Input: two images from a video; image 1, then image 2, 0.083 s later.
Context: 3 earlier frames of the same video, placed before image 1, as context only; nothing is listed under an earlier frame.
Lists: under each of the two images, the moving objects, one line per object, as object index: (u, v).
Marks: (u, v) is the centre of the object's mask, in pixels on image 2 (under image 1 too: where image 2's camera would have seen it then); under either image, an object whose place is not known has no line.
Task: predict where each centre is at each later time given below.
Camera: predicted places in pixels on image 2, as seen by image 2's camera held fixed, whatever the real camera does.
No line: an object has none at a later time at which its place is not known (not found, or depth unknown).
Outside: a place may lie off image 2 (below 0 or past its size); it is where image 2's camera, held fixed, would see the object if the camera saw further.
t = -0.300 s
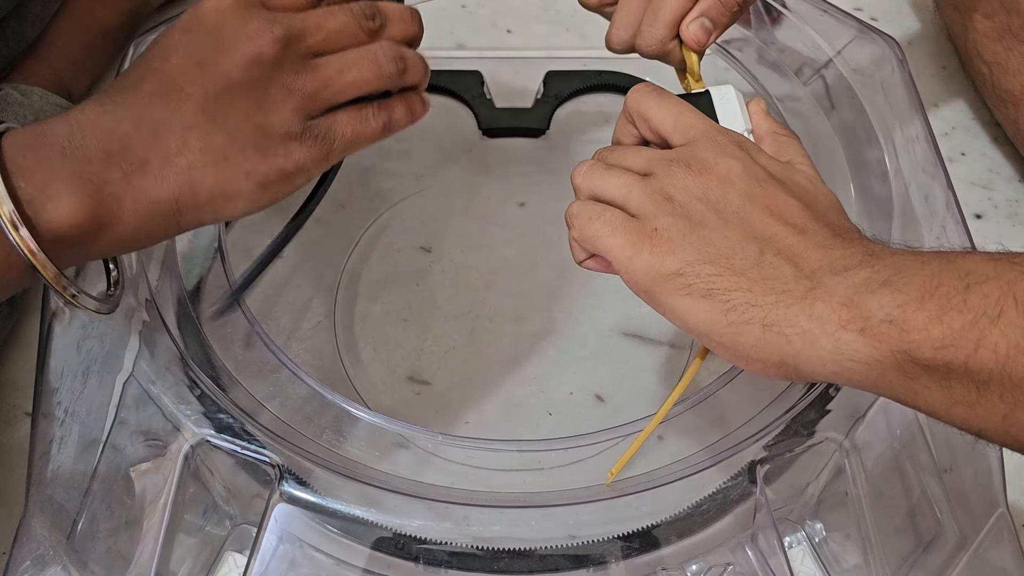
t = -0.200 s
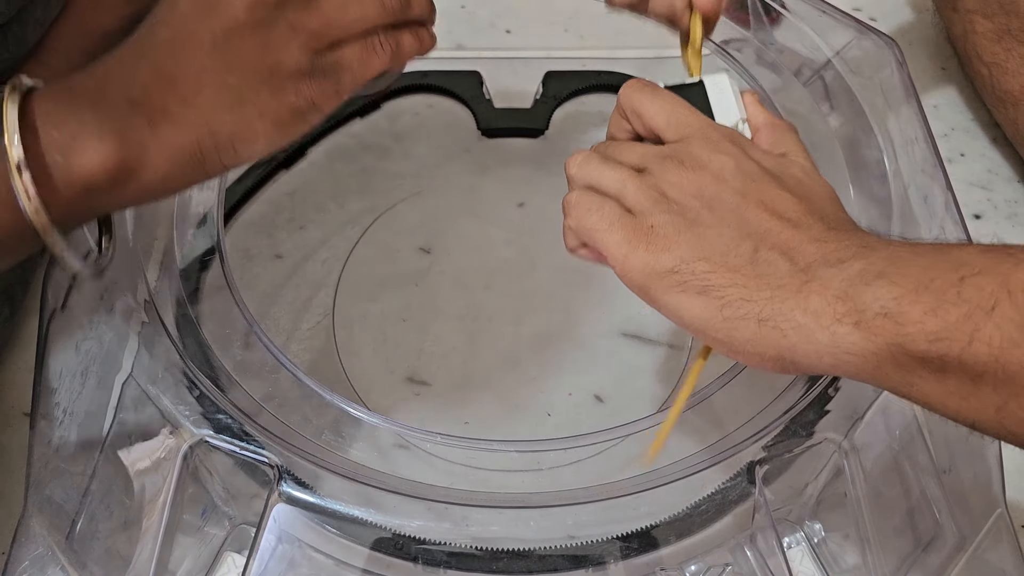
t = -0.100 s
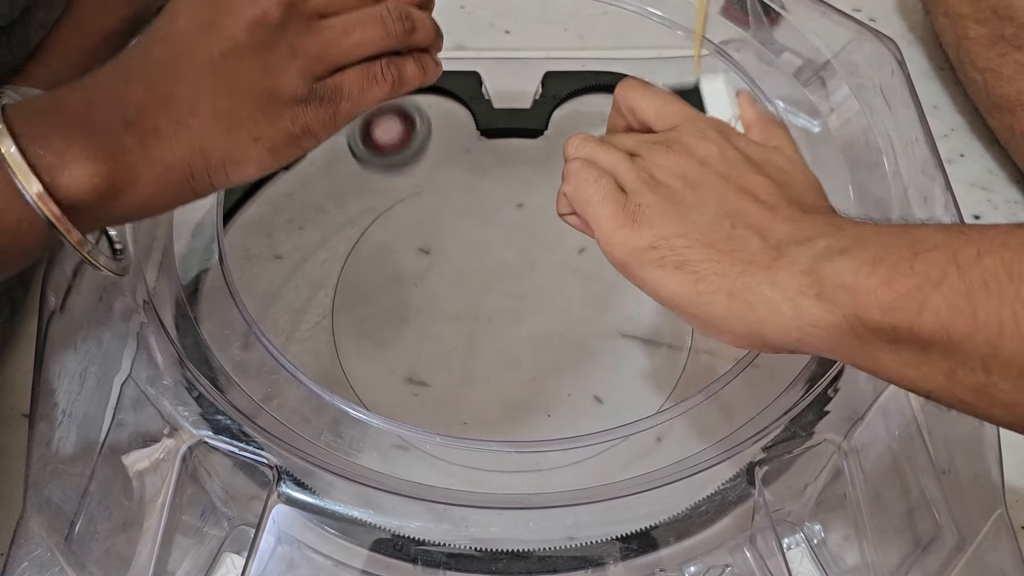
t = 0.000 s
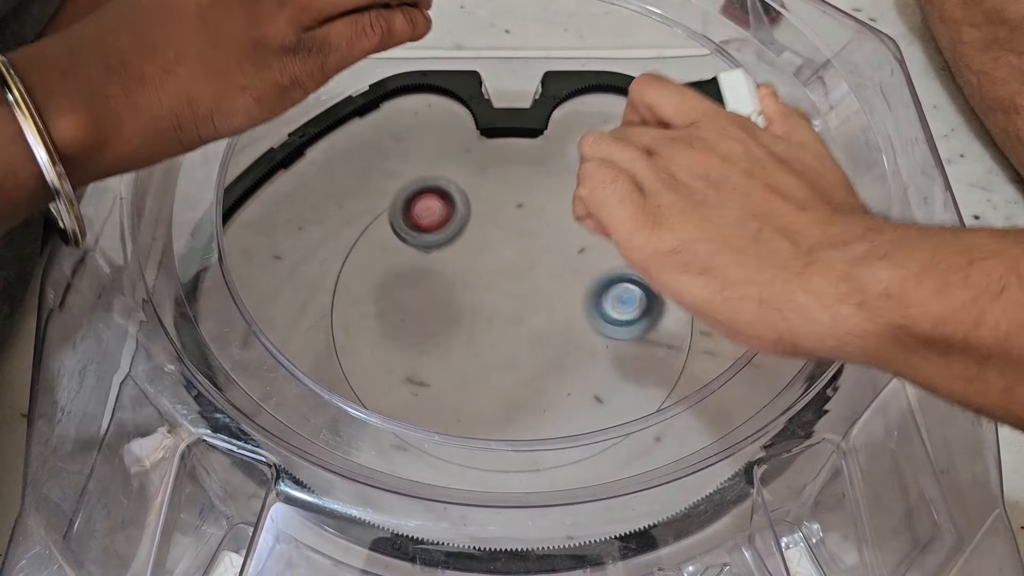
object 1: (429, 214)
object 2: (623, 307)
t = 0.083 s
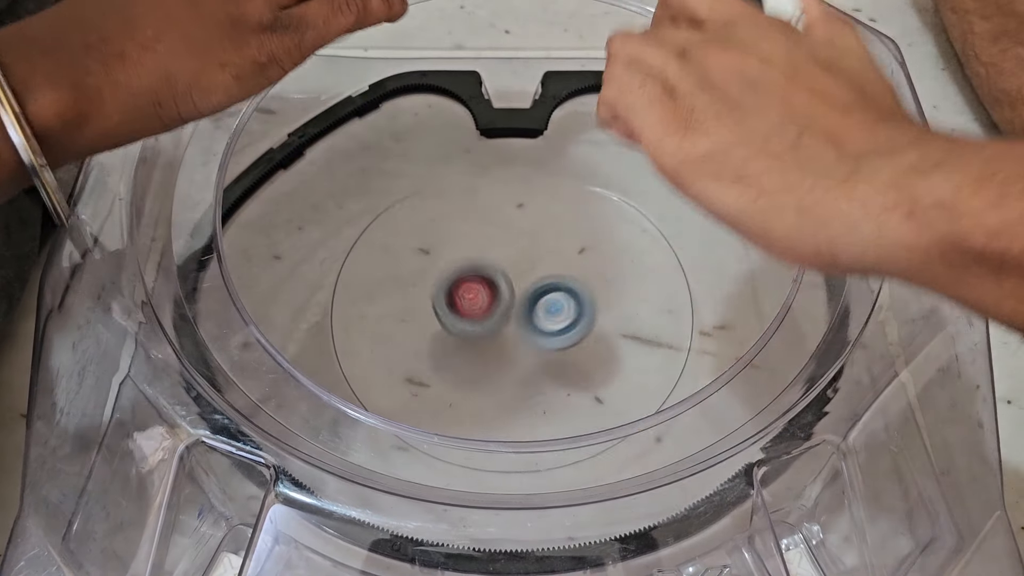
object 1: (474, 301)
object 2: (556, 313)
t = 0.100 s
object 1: (468, 295)
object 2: (562, 329)
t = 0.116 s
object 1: (454, 266)
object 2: (576, 353)
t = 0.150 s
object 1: (430, 218)
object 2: (606, 402)
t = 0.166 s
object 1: (418, 199)
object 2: (625, 442)
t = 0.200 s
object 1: (396, 168)
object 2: (652, 504)
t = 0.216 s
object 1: (384, 156)
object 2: (641, 467)
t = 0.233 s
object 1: (373, 148)
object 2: (632, 438)
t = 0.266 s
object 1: (358, 142)
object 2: (612, 391)
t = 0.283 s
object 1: (352, 129)
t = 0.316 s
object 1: (341, 108)
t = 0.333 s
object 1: (337, 102)
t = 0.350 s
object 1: (333, 99)
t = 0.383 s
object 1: (328, 103)
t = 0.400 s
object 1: (329, 112)
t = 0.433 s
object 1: (332, 142)
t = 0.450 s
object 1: (333, 156)
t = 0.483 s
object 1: (332, 179)
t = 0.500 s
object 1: (334, 193)
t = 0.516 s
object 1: (336, 205)
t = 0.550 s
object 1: (341, 231)
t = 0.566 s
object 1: (344, 247)
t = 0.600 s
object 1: (349, 278)
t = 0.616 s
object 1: (353, 295)
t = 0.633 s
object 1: (359, 313)
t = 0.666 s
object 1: (375, 348)
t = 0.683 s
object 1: (388, 366)
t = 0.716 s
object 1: (418, 394)
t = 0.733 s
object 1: (433, 411)
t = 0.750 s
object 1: (450, 426)
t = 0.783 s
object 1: (488, 446)
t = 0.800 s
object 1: (511, 448)
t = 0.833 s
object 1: (555, 454)
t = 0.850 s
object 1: (575, 454)
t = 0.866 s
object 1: (594, 462)
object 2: (402, 286)
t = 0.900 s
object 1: (629, 472)
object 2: (407, 331)
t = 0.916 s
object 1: (645, 474)
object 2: (411, 355)
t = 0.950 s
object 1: (676, 478)
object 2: (427, 400)
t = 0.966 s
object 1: (691, 478)
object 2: (436, 427)
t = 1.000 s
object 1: (715, 437)
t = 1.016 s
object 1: (721, 413)
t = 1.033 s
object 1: (737, 389)
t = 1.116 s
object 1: (782, 324)
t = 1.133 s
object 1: (788, 312)
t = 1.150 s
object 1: (793, 304)
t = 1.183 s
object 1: (806, 279)
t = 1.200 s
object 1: (816, 259)
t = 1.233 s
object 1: (765, 189)
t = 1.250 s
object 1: (737, 154)
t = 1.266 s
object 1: (687, 121)
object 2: (784, 300)
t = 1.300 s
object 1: (591, 77)
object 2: (779, 287)
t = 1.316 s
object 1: (554, 120)
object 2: (775, 287)
